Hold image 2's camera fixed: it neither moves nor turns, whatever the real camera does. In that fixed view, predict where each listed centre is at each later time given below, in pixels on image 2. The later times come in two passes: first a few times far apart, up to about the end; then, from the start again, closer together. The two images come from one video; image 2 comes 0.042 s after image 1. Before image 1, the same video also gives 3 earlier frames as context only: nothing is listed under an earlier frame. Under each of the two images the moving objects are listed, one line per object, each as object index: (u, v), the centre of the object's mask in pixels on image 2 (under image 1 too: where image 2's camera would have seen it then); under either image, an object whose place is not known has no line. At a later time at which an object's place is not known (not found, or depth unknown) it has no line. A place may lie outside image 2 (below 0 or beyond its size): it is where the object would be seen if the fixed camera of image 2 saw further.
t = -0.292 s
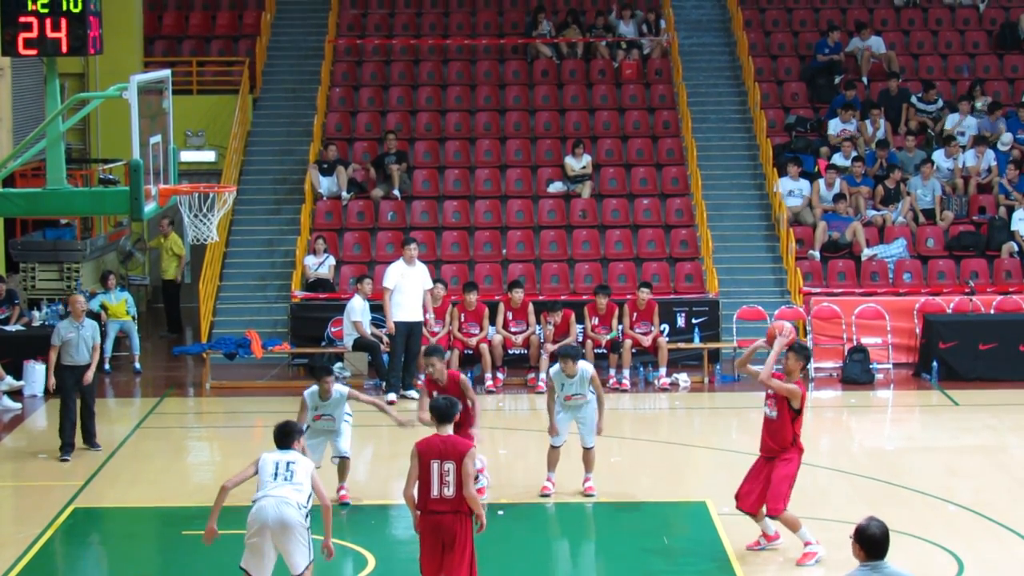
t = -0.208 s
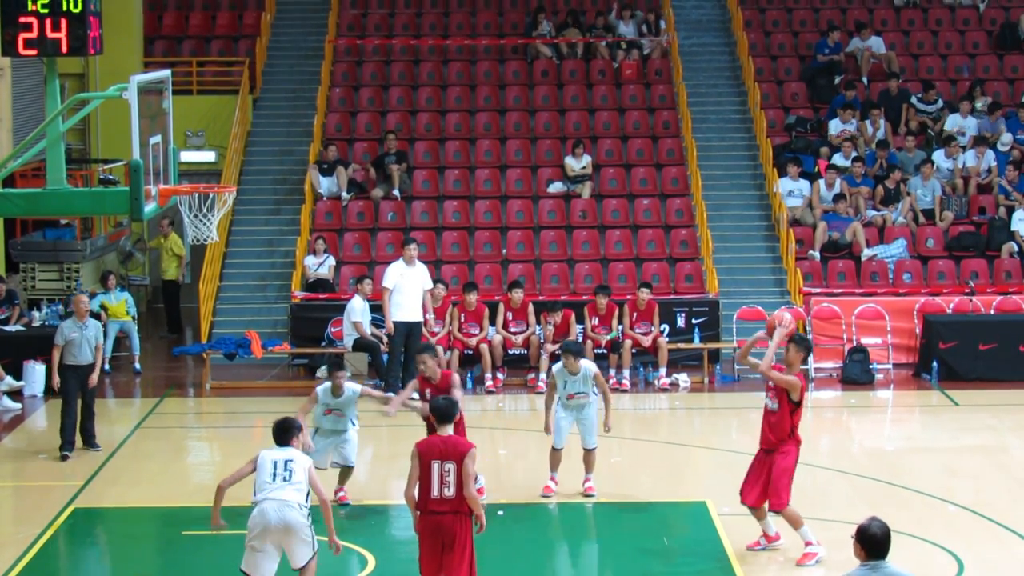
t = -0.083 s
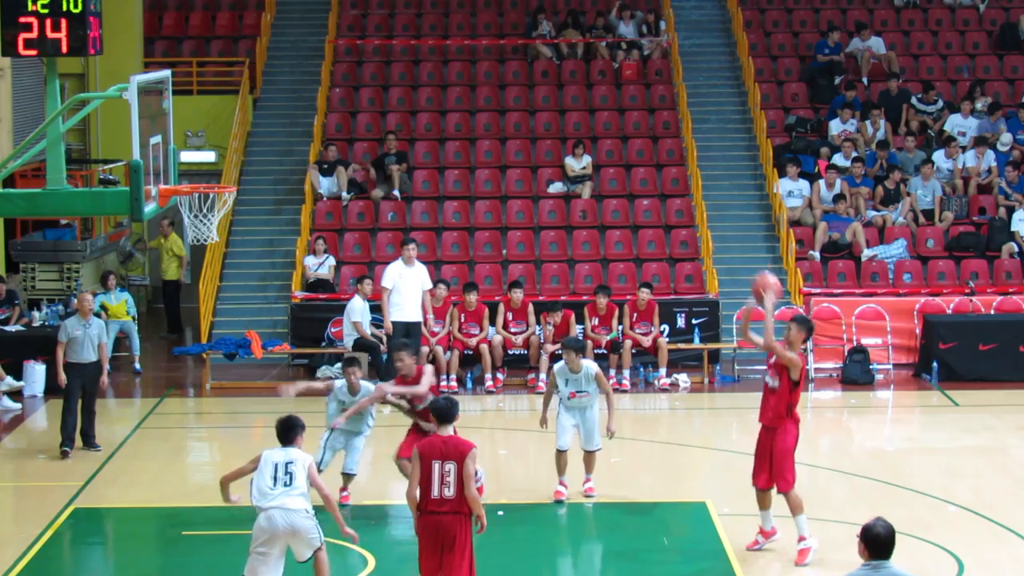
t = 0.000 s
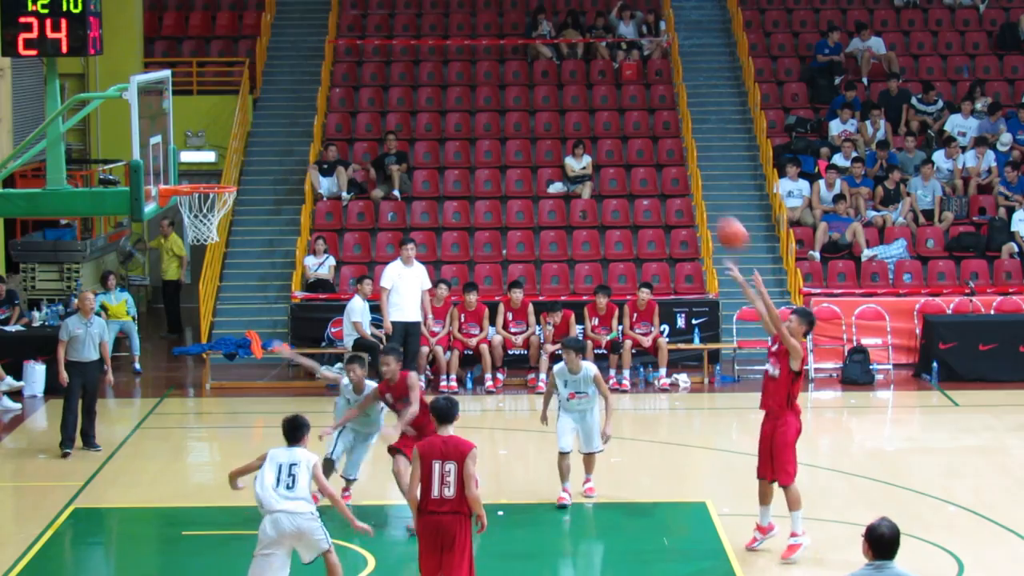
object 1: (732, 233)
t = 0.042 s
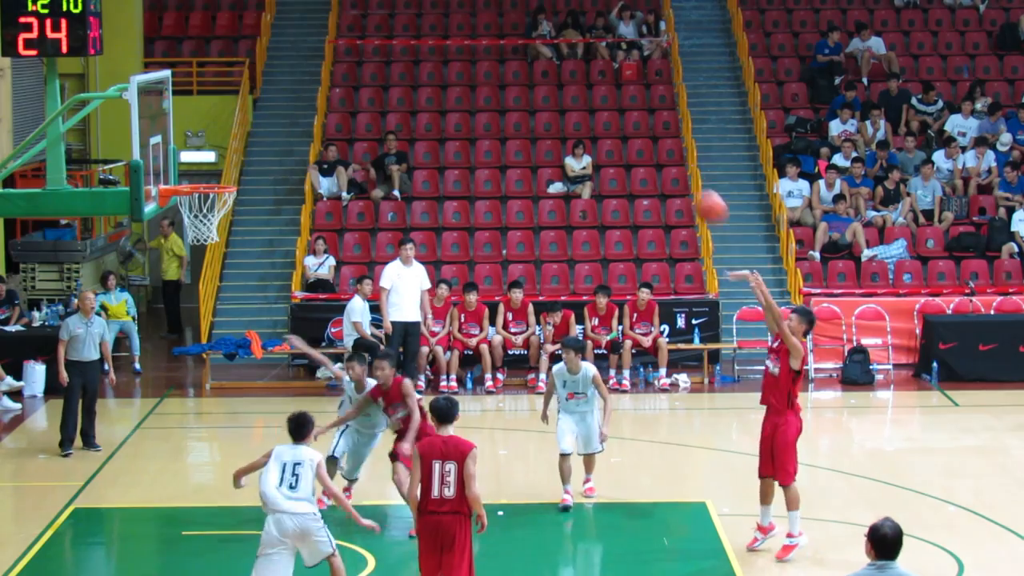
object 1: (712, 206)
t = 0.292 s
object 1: (581, 86)
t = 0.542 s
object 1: (452, 39)
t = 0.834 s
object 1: (303, 80)
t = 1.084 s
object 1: (203, 182)
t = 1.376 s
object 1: (213, 175)
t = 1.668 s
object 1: (213, 178)
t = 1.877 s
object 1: (196, 205)
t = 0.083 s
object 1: (690, 181)
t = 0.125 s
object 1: (667, 158)
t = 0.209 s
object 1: (625, 120)
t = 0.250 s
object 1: (603, 101)
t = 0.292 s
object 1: (581, 86)
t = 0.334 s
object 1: (560, 74)
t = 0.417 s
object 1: (516, 53)
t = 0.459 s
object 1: (495, 47)
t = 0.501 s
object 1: (473, 42)
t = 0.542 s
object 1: (452, 39)
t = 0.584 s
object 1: (430, 39)
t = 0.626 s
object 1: (409, 41)
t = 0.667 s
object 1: (388, 44)
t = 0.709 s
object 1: (367, 50)
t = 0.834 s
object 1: (303, 80)
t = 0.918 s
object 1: (261, 112)
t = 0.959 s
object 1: (240, 130)
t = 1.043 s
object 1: (197, 176)
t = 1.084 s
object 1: (203, 182)
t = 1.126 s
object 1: (214, 181)
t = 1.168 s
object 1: (206, 181)
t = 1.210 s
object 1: (202, 184)
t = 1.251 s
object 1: (200, 179)
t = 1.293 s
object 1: (198, 179)
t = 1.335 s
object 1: (205, 177)
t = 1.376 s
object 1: (213, 175)
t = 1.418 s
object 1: (220, 176)
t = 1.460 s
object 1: (223, 175)
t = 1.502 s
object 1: (221, 173)
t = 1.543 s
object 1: (219, 172)
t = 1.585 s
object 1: (217, 173)
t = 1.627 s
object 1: (216, 176)
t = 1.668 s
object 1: (213, 178)
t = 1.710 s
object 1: (210, 179)
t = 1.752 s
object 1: (206, 180)
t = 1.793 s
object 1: (203, 187)
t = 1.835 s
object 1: (202, 191)
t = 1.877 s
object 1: (196, 205)
